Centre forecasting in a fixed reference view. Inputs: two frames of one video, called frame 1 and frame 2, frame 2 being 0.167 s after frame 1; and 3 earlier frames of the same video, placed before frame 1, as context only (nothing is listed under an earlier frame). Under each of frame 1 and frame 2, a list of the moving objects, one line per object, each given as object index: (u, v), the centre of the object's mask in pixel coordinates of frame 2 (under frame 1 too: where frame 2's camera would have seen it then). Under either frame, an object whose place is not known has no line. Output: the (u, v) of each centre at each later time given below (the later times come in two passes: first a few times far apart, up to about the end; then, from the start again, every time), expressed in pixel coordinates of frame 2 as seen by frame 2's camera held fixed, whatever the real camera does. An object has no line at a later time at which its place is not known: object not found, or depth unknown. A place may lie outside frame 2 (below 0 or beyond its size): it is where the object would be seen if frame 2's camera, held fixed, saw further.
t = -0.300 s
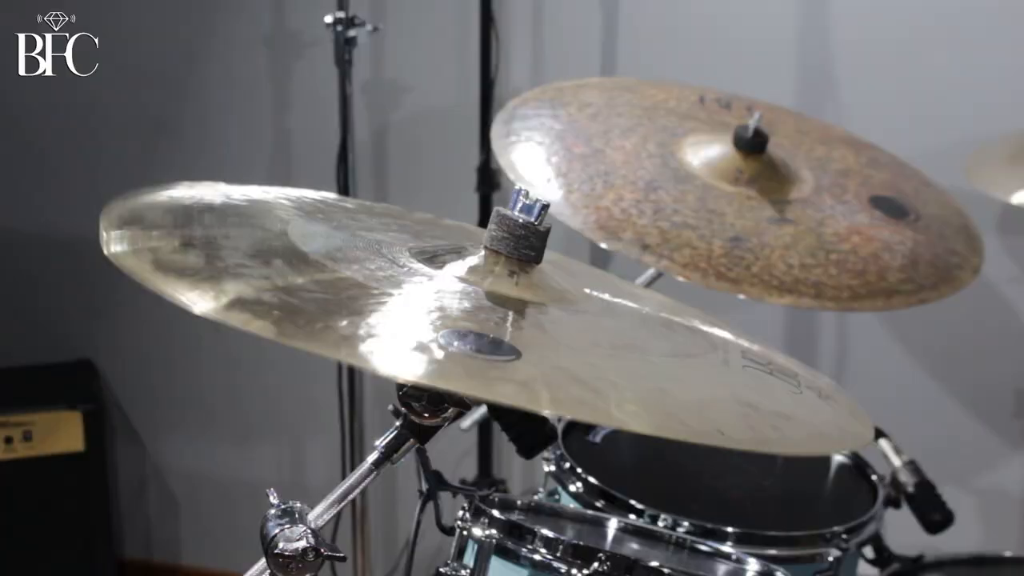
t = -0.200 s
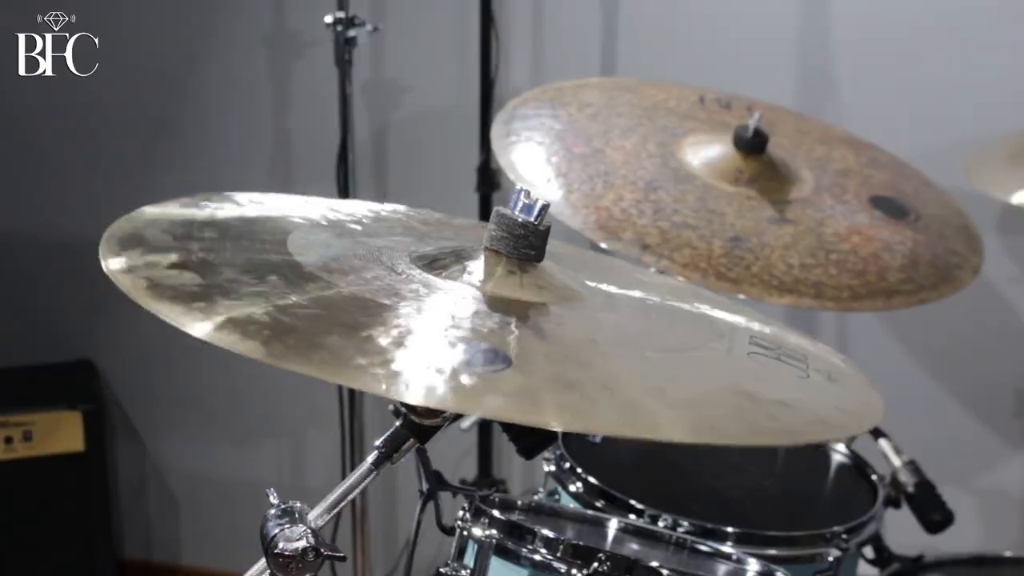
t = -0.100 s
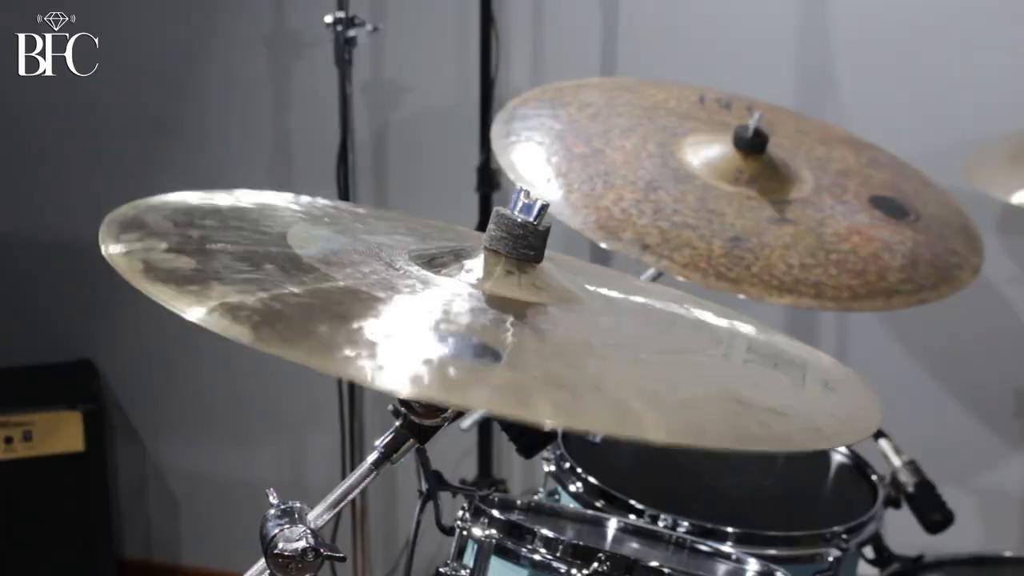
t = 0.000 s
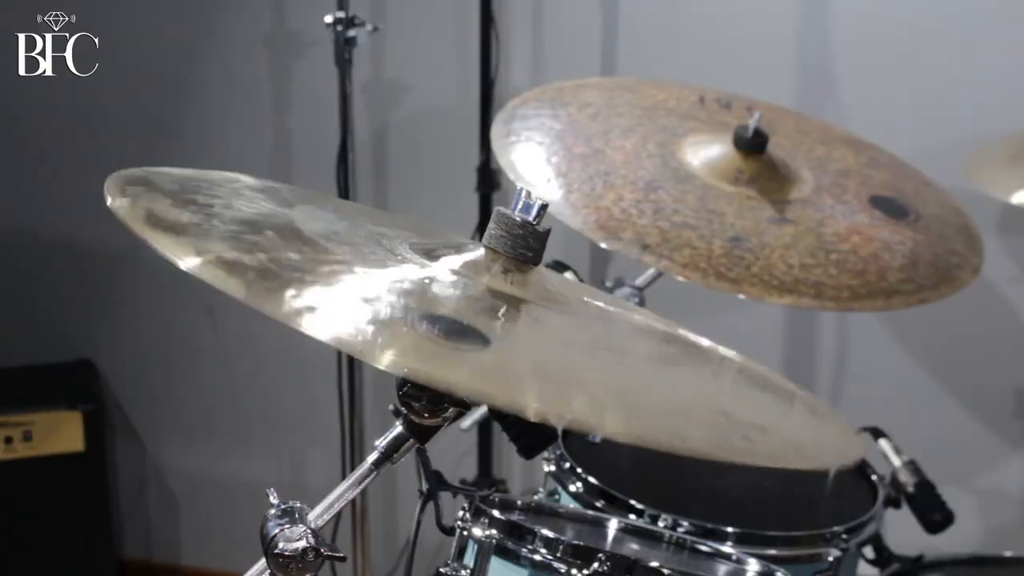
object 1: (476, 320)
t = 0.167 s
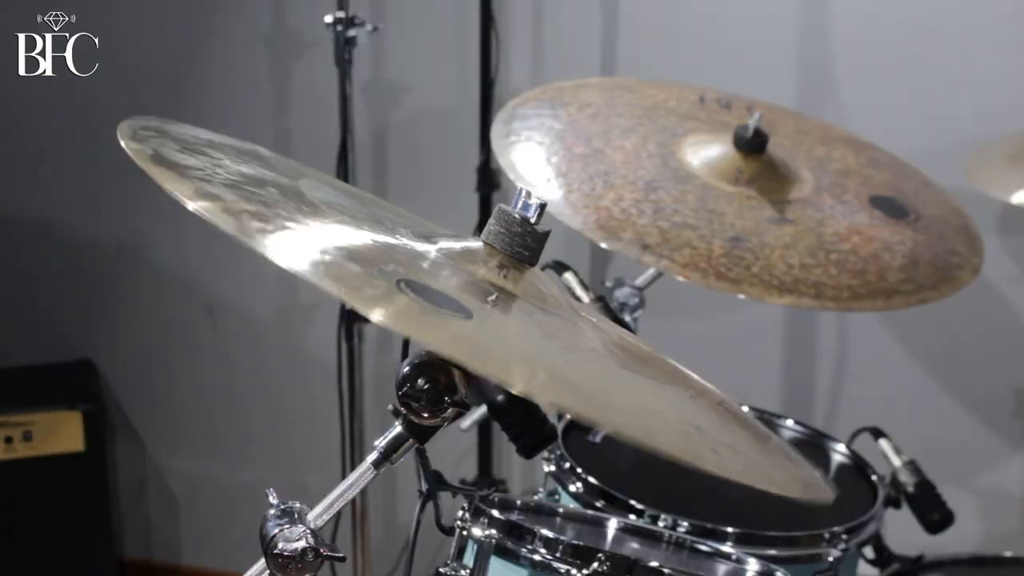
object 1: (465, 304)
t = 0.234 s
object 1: (466, 303)
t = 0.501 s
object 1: (480, 318)
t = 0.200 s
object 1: (468, 307)
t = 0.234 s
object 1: (466, 303)
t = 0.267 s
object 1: (469, 310)
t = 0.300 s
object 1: (469, 312)
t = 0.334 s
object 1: (469, 311)
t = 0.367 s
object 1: (473, 318)
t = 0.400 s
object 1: (472, 317)
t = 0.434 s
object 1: (476, 319)
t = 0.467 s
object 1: (474, 320)
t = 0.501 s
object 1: (480, 318)
